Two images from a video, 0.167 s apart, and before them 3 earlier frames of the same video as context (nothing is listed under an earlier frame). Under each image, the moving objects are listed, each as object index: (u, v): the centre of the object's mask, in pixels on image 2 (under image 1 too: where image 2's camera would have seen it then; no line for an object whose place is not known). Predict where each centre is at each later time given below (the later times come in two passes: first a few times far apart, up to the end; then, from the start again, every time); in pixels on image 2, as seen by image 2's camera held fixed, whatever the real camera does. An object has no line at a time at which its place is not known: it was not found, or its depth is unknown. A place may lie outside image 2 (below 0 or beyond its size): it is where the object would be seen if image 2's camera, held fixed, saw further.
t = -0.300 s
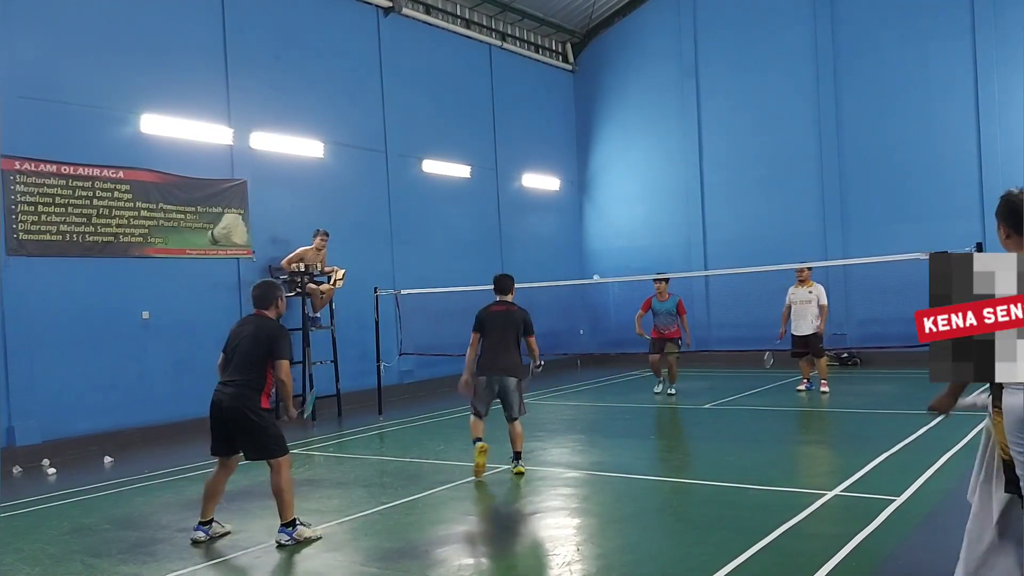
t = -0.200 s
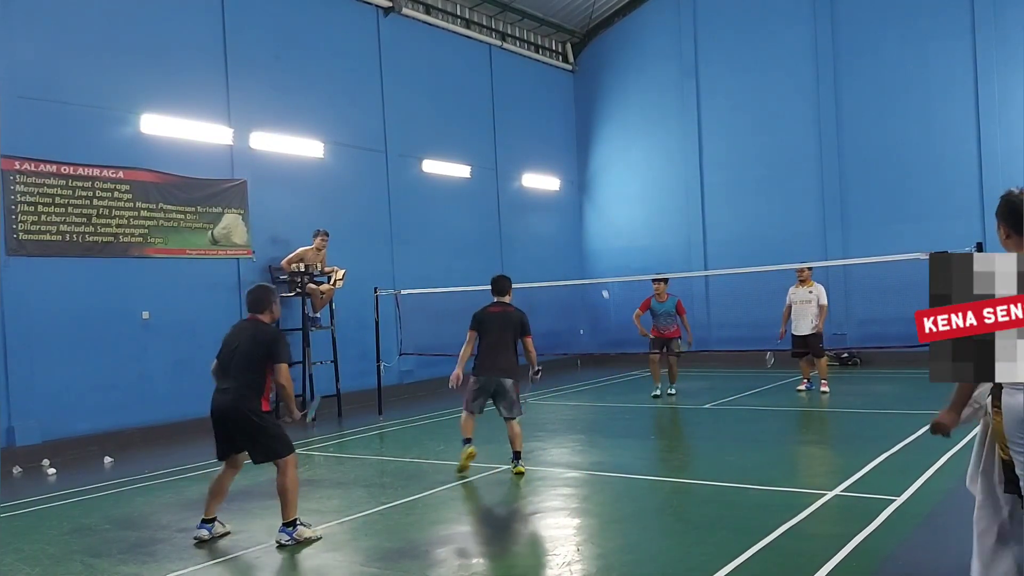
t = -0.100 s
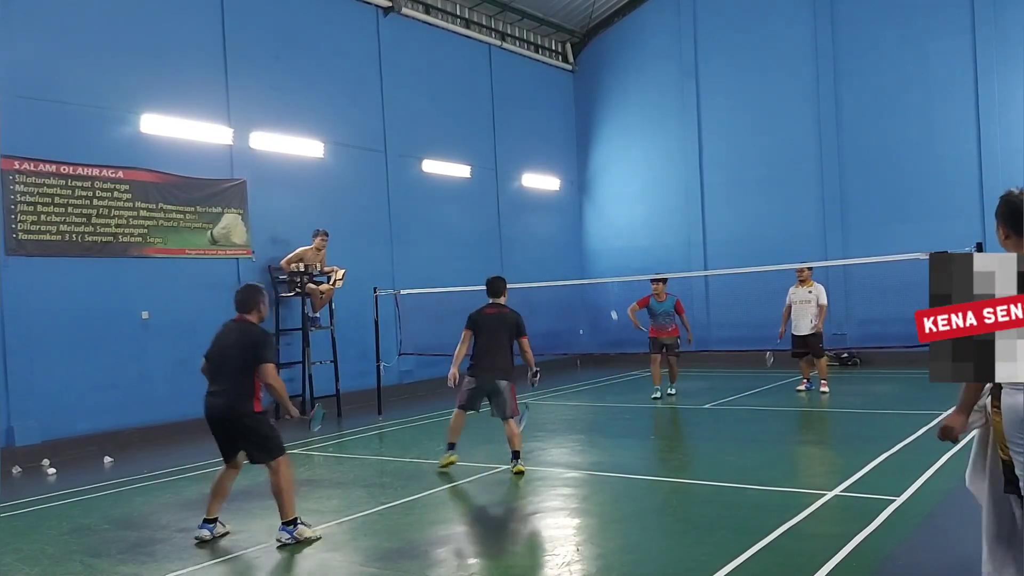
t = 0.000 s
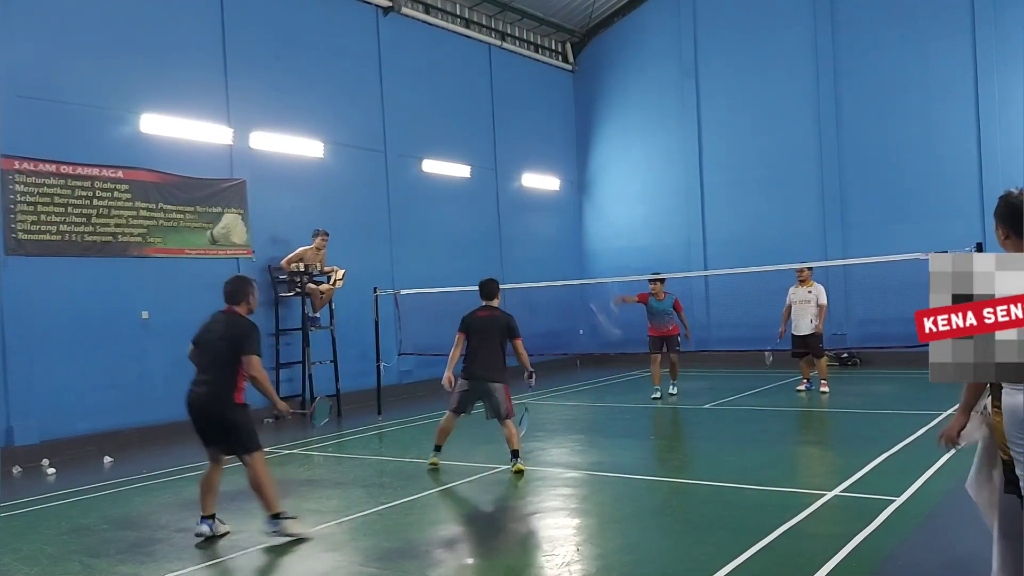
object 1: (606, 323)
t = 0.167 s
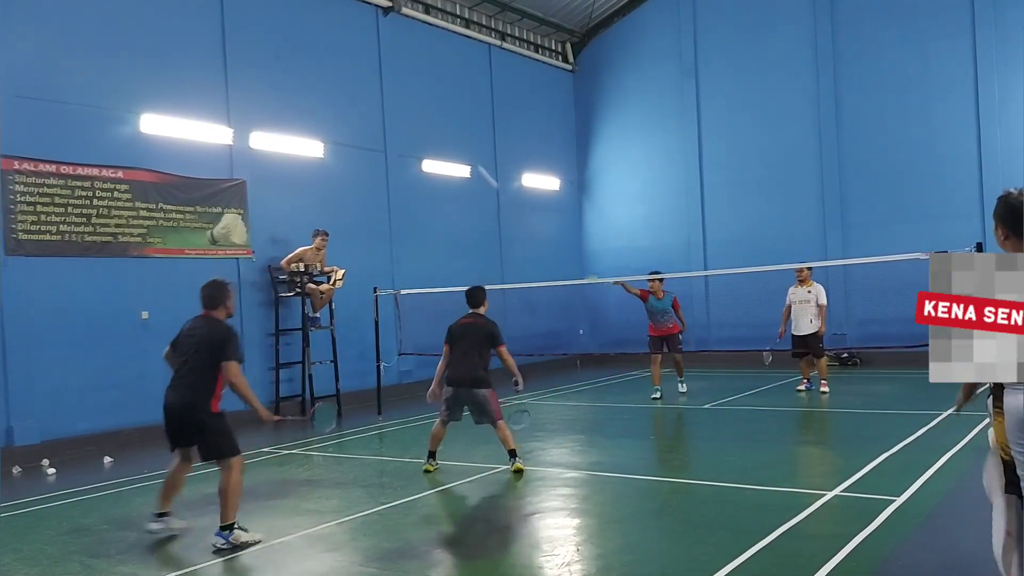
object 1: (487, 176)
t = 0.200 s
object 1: (467, 156)
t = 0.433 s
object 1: (340, 48)
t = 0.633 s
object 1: (243, 9)
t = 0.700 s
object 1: (212, 6)
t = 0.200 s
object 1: (467, 156)
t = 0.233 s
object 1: (448, 135)
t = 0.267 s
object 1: (429, 117)
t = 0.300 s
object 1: (410, 101)
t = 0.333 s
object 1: (393, 86)
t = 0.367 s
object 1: (375, 72)
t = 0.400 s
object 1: (357, 59)
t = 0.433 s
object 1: (340, 48)
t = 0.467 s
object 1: (324, 39)
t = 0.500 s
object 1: (307, 30)
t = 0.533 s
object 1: (291, 23)
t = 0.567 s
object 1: (275, 17)
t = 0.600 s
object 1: (259, 12)
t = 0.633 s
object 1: (243, 9)
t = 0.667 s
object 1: (228, 7)
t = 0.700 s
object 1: (212, 6)
